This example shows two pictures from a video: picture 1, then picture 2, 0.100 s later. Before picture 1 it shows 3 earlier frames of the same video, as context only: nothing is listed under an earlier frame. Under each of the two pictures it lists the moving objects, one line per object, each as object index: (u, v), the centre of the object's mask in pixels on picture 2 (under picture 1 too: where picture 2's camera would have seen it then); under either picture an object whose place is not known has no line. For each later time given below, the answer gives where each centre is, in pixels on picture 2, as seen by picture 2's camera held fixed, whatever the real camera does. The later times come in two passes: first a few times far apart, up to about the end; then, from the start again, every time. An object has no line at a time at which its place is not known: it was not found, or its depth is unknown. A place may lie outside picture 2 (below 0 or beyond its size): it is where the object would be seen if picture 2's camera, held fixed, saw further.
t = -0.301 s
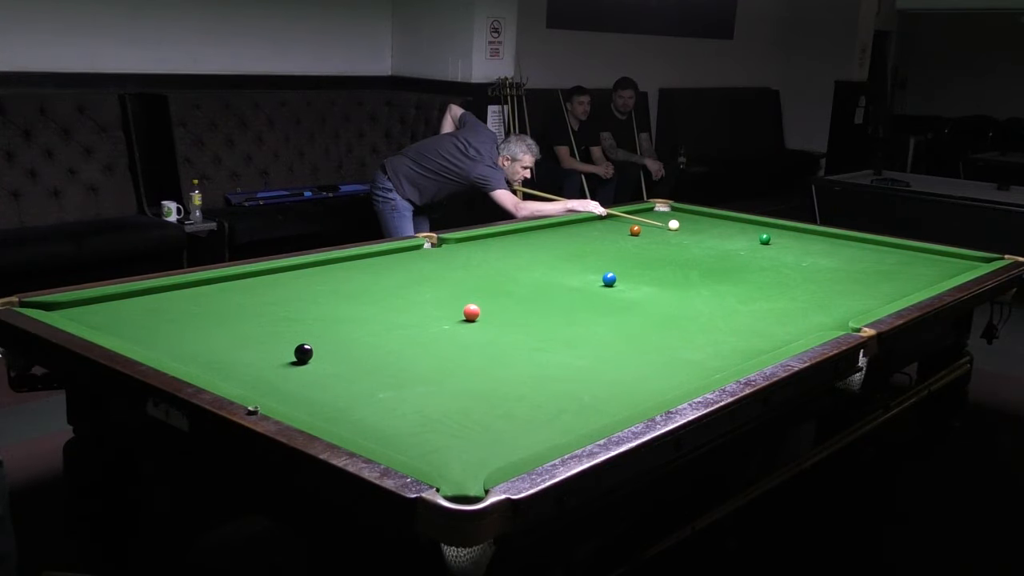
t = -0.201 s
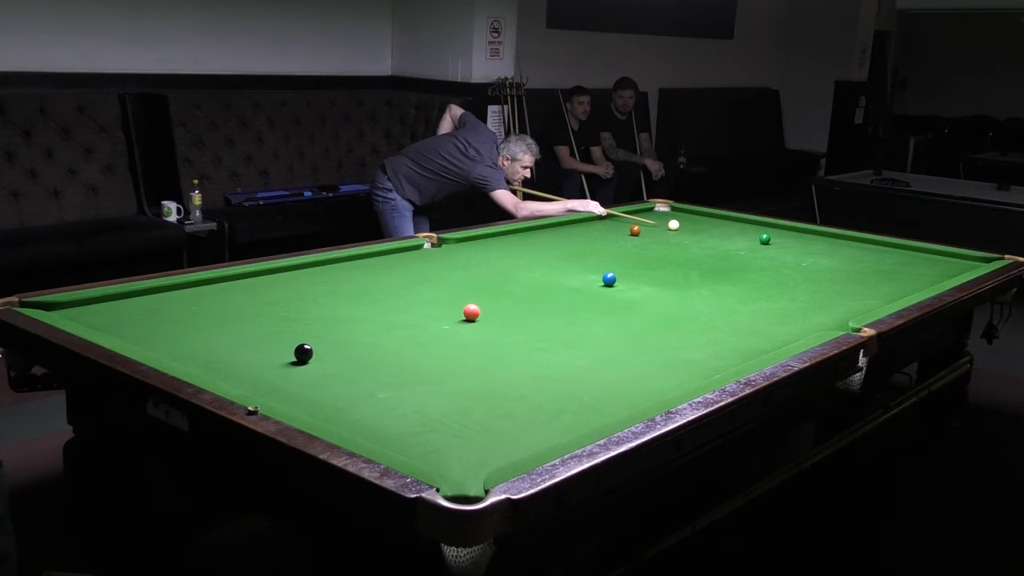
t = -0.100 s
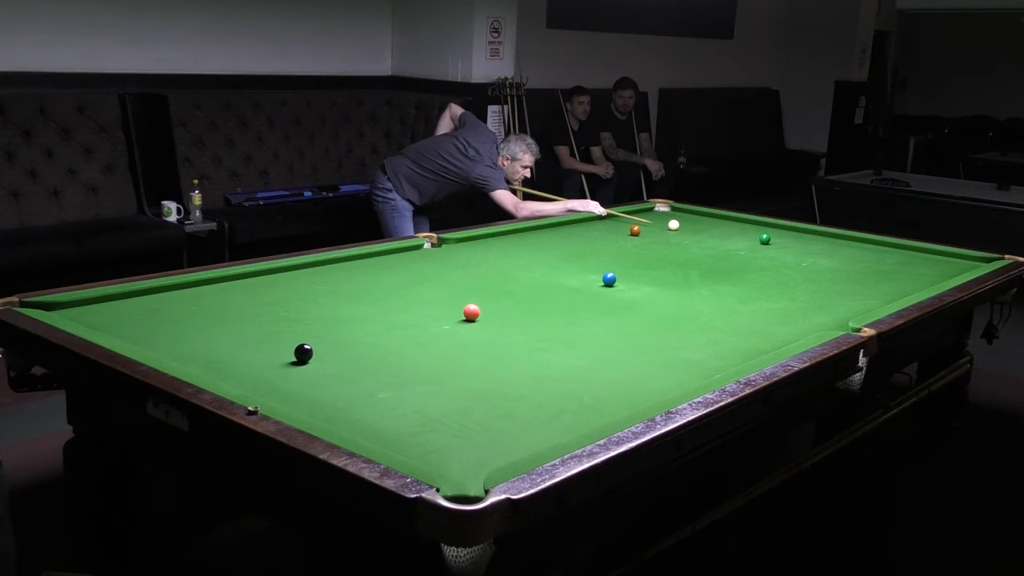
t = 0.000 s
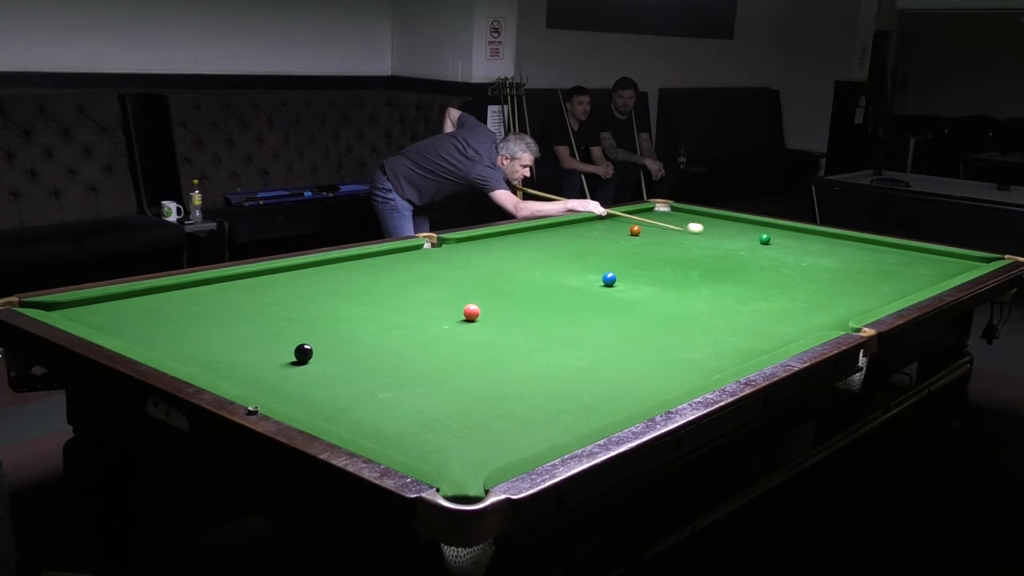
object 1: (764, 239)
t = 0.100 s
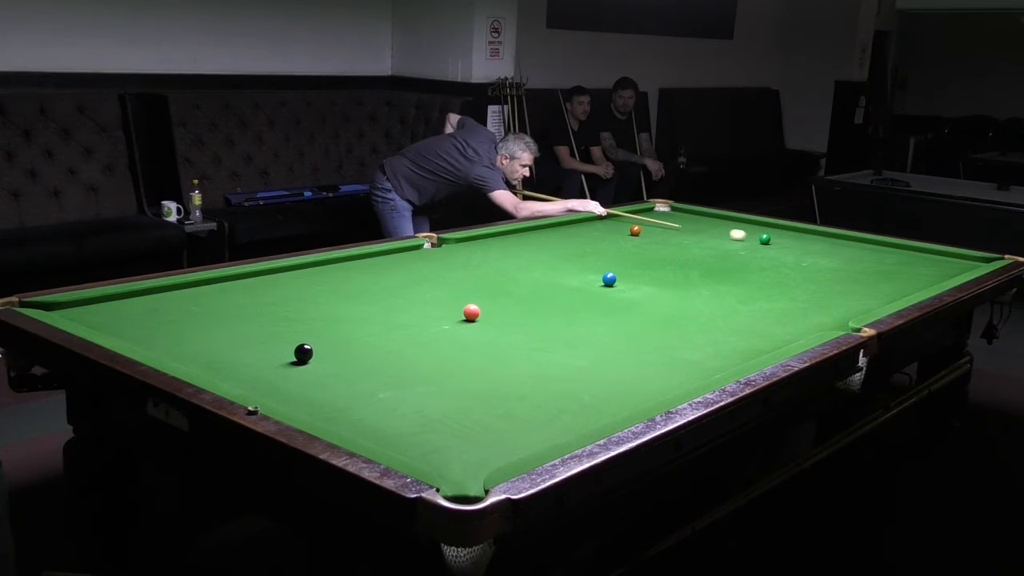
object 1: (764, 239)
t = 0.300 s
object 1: (822, 245)
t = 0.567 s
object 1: (908, 252)
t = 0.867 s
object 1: (998, 259)
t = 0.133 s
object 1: (765, 239)
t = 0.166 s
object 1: (780, 241)
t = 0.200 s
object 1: (787, 241)
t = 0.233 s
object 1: (802, 242)
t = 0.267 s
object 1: (815, 244)
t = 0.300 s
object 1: (822, 245)
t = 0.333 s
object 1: (834, 246)
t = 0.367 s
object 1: (846, 247)
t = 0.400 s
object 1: (859, 248)
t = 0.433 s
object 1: (865, 248)
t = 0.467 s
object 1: (877, 249)
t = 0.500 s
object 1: (889, 250)
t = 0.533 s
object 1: (895, 251)
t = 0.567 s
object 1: (908, 252)
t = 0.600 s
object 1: (920, 253)
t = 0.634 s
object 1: (926, 254)
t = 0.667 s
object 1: (938, 255)
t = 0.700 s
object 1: (950, 256)
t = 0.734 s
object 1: (956, 257)
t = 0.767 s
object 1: (969, 258)
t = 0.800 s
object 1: (980, 259)
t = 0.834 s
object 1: (986, 259)
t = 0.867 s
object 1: (998, 259)
